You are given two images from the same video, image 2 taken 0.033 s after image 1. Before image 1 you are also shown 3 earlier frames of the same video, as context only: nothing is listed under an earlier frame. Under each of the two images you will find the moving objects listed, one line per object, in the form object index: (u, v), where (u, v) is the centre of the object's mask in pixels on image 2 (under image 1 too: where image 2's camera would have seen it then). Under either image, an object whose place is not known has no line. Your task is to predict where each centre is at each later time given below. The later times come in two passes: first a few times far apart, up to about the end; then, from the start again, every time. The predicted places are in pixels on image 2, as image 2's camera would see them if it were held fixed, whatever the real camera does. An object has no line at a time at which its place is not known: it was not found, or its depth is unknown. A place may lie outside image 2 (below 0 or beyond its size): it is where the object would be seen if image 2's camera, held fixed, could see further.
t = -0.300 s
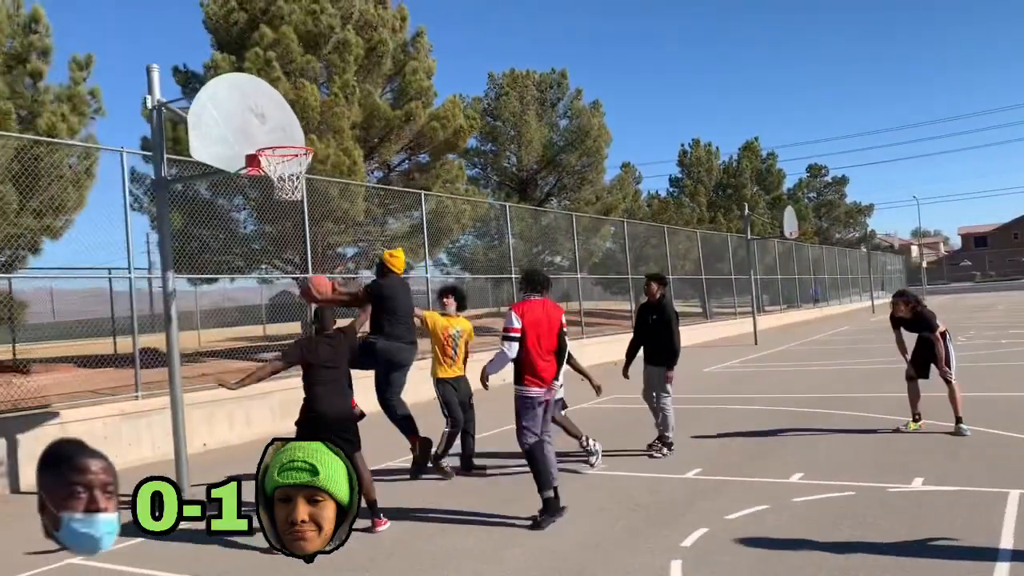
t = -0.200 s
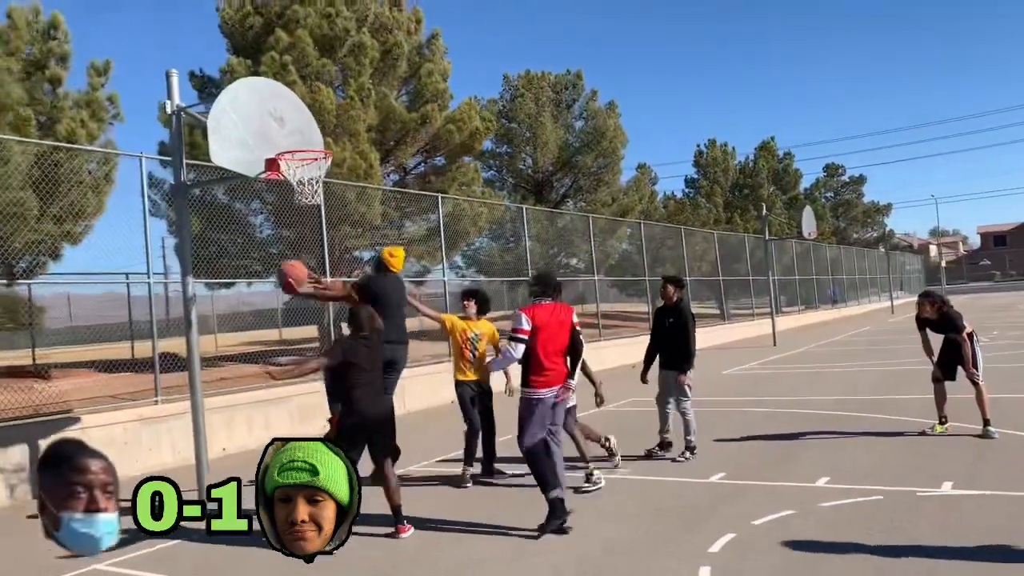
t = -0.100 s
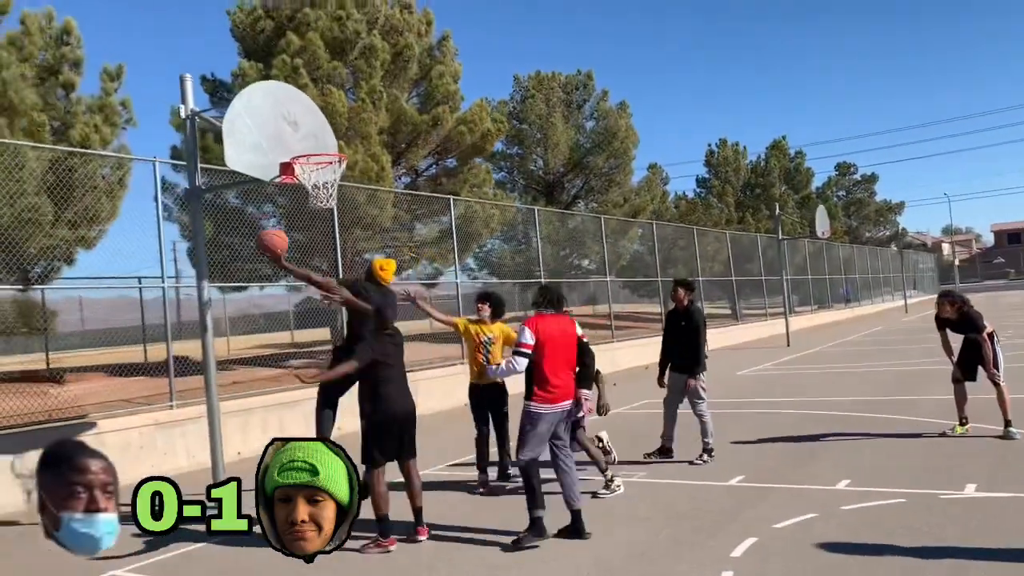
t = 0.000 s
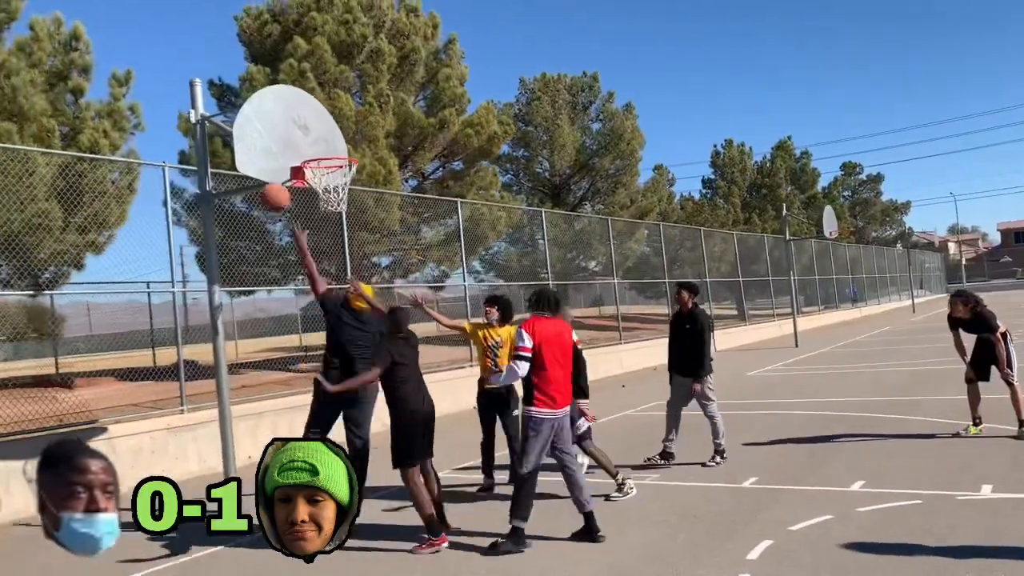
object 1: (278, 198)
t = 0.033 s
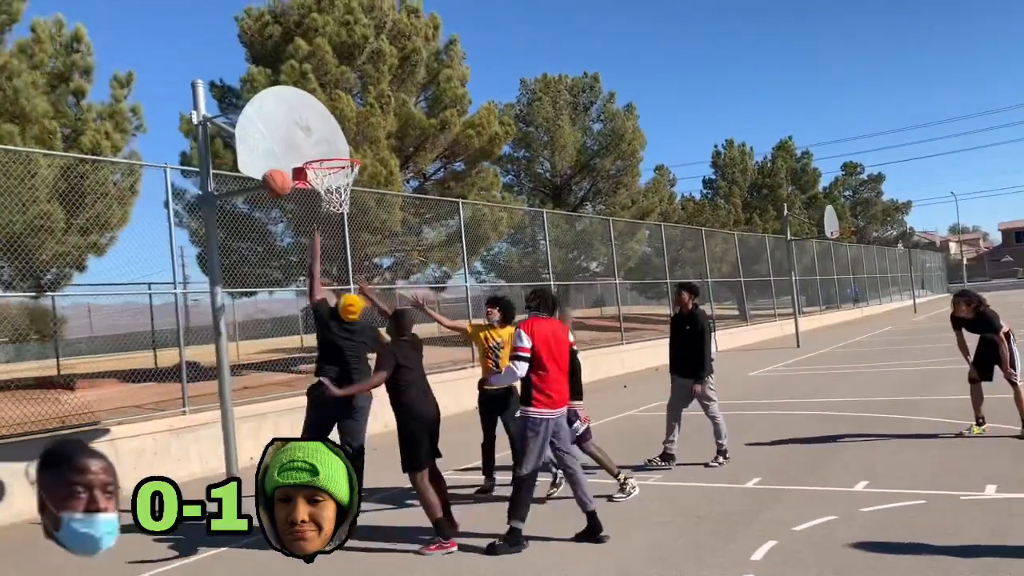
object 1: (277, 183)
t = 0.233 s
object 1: (274, 123)
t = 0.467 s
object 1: (311, 118)
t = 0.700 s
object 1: (348, 172)
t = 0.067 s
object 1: (276, 170)
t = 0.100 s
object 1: (275, 158)
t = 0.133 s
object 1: (275, 147)
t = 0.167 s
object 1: (275, 137)
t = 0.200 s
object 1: (273, 130)
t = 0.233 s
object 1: (274, 123)
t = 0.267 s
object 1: (278, 118)
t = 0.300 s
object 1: (283, 114)
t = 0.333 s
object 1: (288, 113)
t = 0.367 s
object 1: (294, 112)
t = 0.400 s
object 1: (300, 113)
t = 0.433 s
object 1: (305, 115)
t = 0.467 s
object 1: (311, 118)
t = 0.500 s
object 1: (317, 122)
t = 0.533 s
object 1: (322, 128)
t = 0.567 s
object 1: (329, 135)
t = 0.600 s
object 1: (334, 143)
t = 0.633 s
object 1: (341, 151)
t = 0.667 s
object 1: (347, 162)
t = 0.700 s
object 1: (348, 172)
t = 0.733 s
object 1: (347, 183)
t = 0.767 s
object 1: (335, 196)
